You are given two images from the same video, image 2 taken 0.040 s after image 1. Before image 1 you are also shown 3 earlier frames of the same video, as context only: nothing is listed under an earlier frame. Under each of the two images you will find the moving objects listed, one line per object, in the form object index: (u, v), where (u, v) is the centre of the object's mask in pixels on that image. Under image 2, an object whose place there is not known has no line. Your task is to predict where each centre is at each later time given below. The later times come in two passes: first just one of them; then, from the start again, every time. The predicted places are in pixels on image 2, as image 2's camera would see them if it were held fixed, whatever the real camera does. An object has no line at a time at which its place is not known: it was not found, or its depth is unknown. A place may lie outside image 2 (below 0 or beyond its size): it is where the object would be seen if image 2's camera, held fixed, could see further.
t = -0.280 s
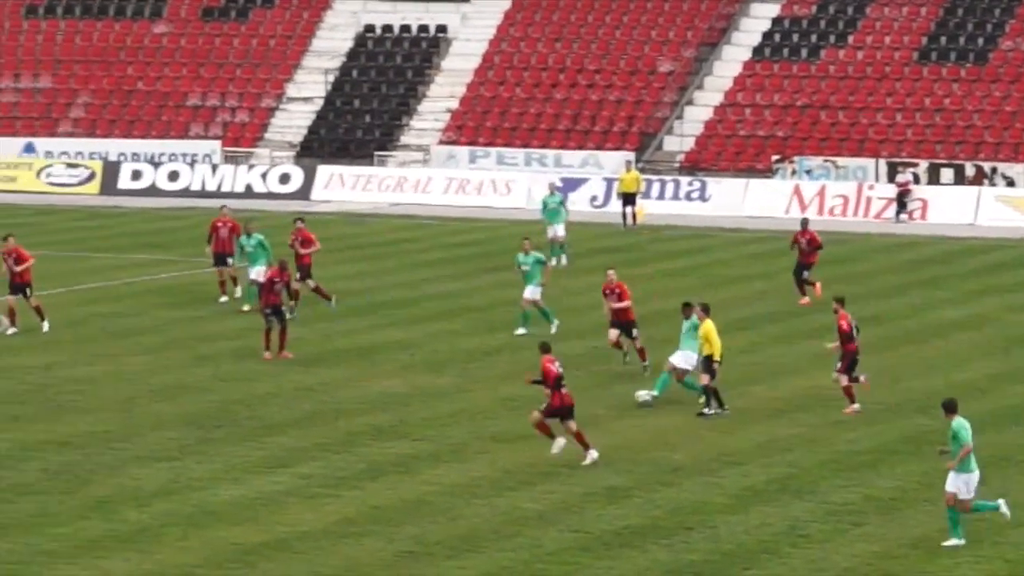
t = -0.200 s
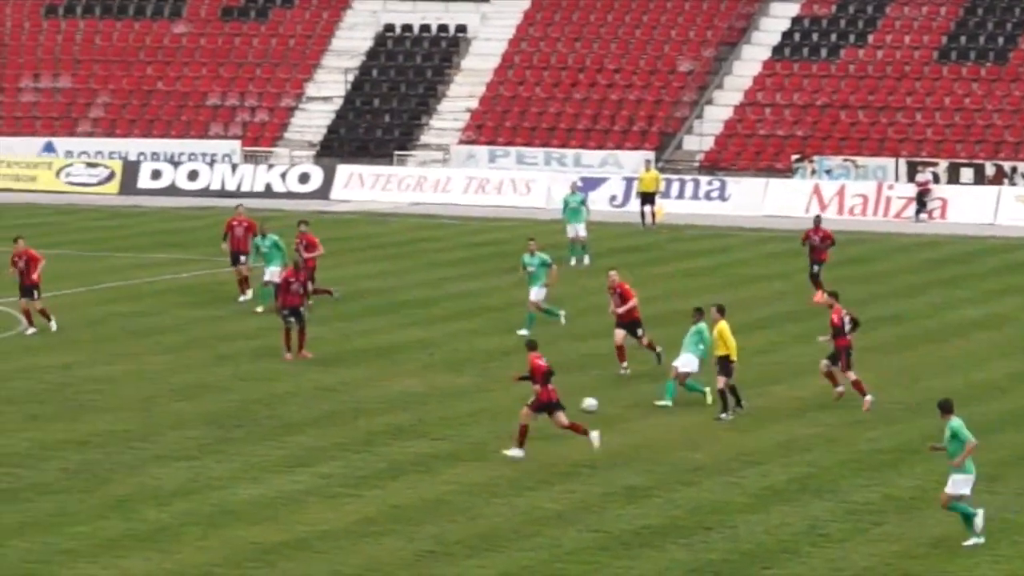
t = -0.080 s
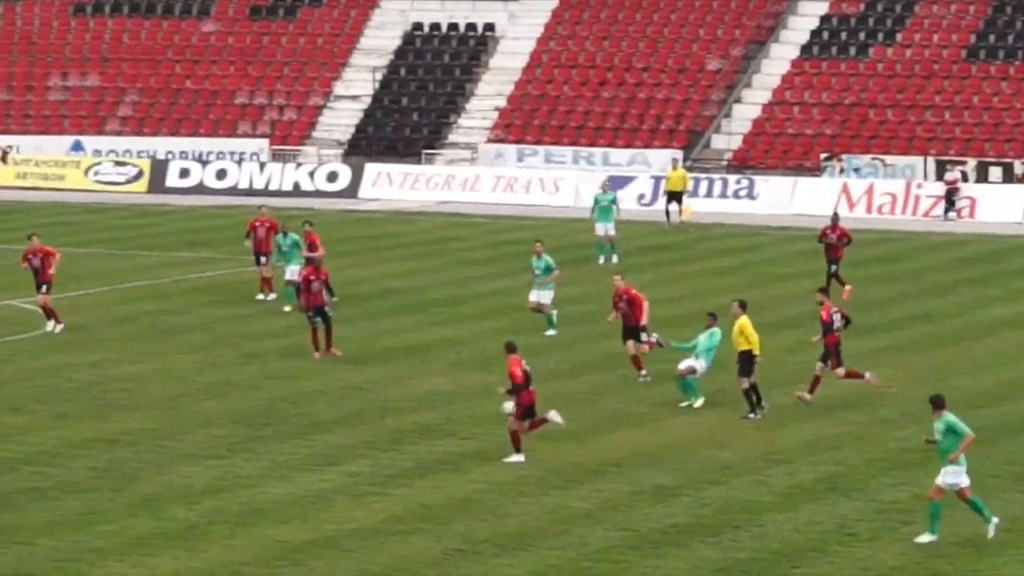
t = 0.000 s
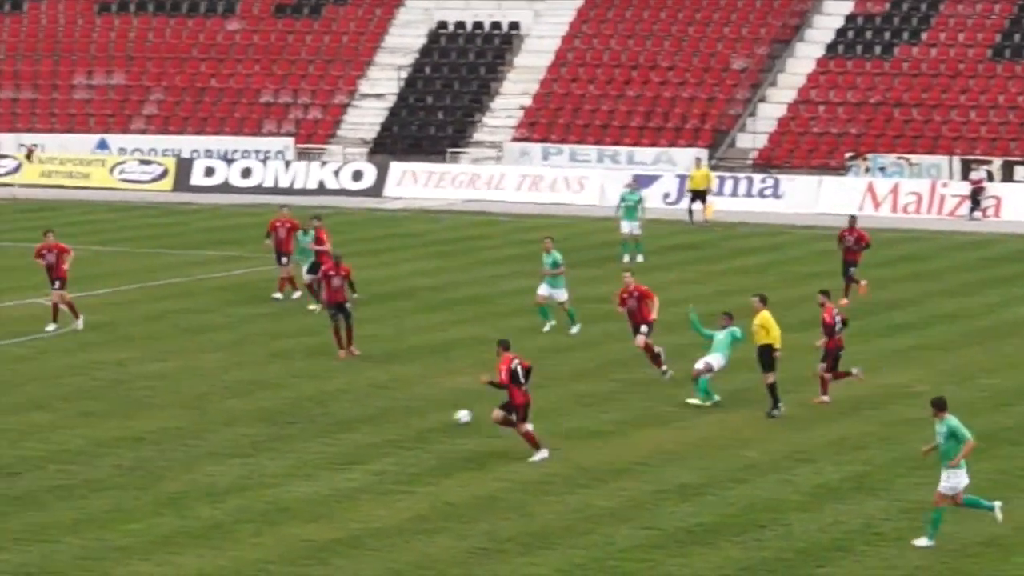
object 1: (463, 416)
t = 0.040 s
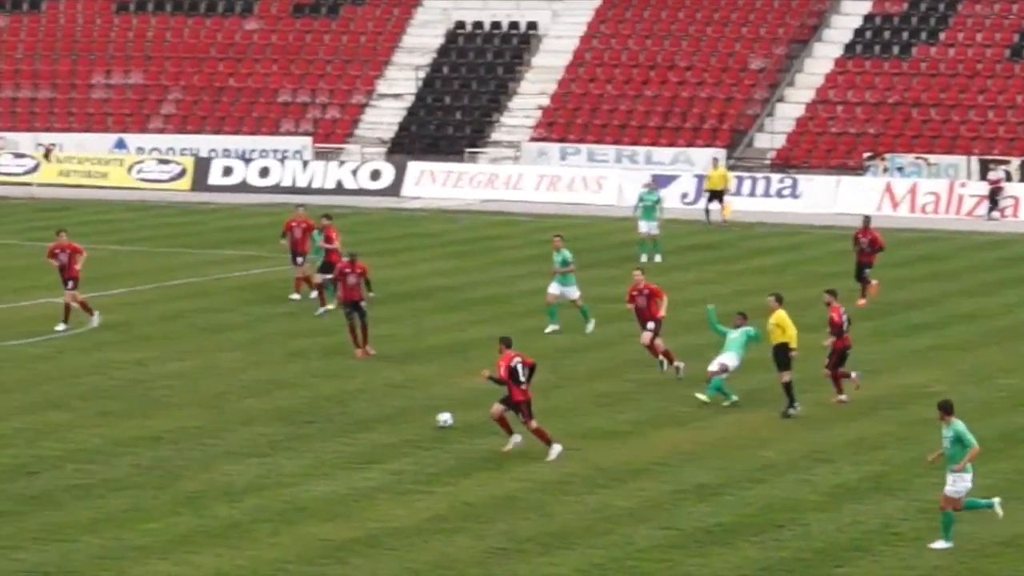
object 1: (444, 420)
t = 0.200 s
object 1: (302, 437)
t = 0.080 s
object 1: (410, 422)
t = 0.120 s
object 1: (374, 426)
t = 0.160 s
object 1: (337, 432)
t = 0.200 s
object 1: (302, 437)
